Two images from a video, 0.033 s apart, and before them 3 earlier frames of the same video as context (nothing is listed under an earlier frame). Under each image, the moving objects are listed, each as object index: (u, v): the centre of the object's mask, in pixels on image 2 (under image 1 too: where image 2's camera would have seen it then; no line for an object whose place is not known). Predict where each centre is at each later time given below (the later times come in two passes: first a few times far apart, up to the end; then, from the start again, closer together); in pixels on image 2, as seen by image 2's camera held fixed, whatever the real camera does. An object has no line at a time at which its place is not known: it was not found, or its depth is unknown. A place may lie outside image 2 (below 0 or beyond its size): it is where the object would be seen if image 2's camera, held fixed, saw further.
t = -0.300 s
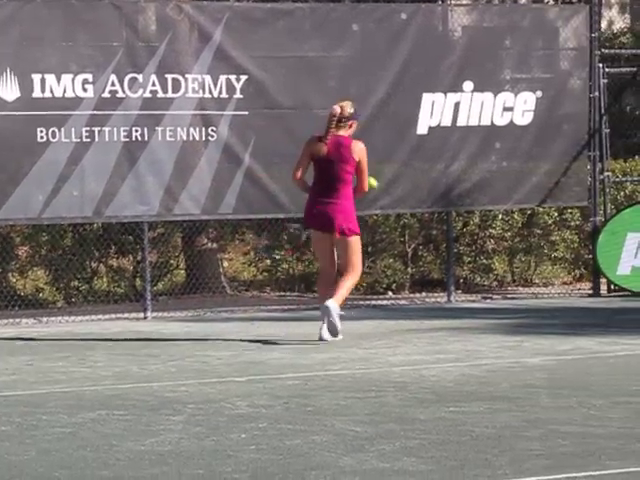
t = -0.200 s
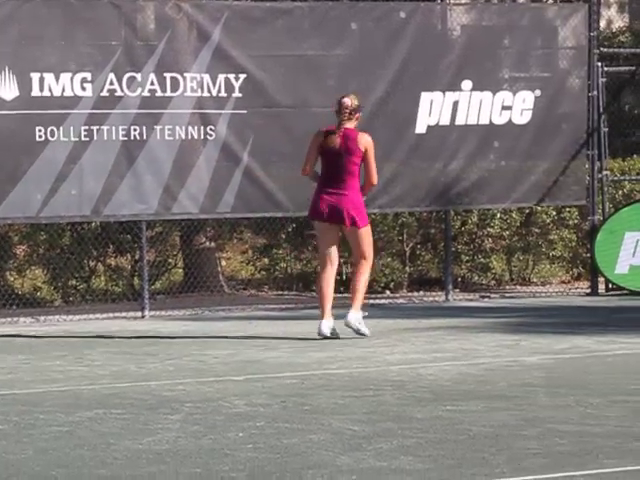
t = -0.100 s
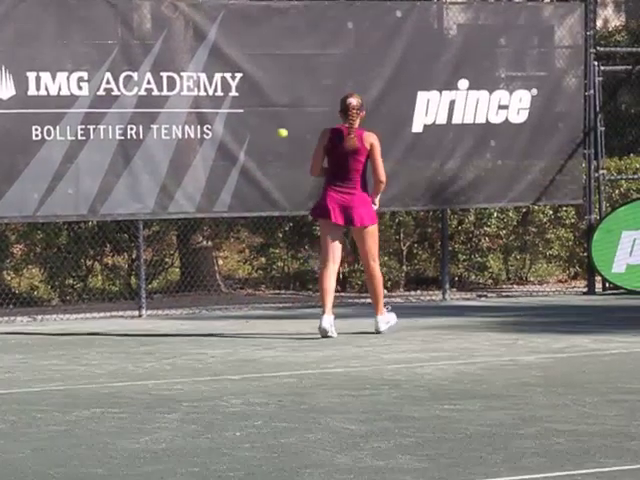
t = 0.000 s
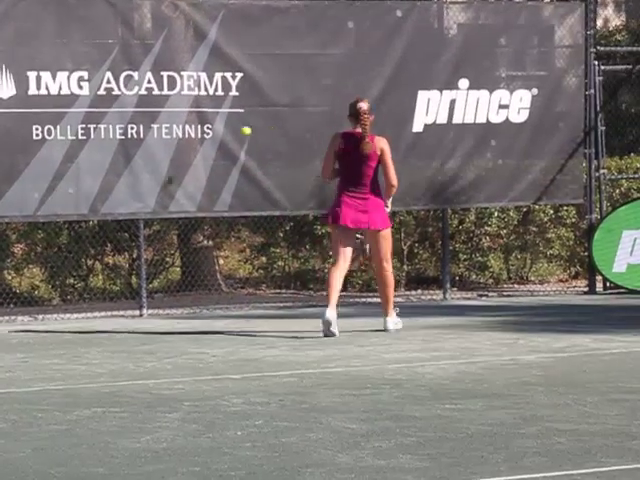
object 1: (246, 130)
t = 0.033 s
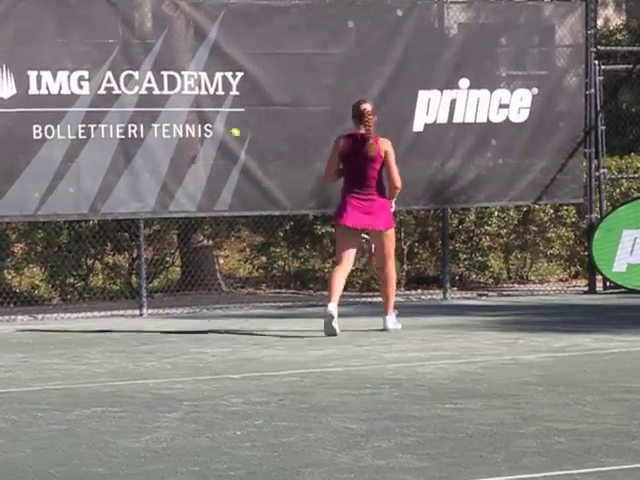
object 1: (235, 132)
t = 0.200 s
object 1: (232, 92)
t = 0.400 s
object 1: (251, 62)
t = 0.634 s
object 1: (268, 86)
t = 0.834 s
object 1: (286, 158)
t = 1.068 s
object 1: (308, 304)
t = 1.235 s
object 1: (312, 231)
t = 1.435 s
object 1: (317, 176)
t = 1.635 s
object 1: (323, 169)
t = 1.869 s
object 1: (333, 215)
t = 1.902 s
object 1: (335, 224)
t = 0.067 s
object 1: (223, 136)
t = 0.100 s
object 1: (223, 124)
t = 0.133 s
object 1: (226, 113)
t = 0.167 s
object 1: (229, 101)
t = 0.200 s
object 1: (232, 92)
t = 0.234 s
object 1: (234, 85)
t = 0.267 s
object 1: (238, 76)
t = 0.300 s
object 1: (241, 71)
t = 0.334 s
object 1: (244, 67)
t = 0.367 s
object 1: (248, 63)
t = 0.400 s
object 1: (251, 62)
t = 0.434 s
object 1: (254, 62)
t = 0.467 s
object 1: (255, 62)
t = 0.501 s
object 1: (257, 64)
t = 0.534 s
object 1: (259, 68)
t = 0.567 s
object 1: (262, 72)
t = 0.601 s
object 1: (265, 78)
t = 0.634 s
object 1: (268, 86)
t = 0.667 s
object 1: (271, 95)
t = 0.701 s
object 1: (274, 105)
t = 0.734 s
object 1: (277, 116)
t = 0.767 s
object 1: (280, 129)
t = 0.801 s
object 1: (284, 143)
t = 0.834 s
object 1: (286, 158)
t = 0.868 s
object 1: (289, 175)
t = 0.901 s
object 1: (293, 193)
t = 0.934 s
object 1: (295, 212)
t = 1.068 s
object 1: (308, 304)
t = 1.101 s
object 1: (309, 293)
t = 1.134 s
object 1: (310, 275)
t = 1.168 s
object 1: (311, 259)
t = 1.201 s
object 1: (311, 244)
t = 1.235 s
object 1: (312, 231)
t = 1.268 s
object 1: (312, 219)
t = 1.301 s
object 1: (313, 208)
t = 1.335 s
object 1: (314, 198)
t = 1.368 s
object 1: (315, 189)
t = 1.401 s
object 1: (316, 182)
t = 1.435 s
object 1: (317, 176)
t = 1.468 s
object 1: (318, 172)
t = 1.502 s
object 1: (319, 169)
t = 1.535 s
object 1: (320, 167)
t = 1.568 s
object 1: (321, 166)
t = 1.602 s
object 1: (321, 167)
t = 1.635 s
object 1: (323, 169)
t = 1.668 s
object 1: (324, 172)
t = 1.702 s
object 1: (324, 176)
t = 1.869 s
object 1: (333, 215)
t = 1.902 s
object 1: (335, 224)
